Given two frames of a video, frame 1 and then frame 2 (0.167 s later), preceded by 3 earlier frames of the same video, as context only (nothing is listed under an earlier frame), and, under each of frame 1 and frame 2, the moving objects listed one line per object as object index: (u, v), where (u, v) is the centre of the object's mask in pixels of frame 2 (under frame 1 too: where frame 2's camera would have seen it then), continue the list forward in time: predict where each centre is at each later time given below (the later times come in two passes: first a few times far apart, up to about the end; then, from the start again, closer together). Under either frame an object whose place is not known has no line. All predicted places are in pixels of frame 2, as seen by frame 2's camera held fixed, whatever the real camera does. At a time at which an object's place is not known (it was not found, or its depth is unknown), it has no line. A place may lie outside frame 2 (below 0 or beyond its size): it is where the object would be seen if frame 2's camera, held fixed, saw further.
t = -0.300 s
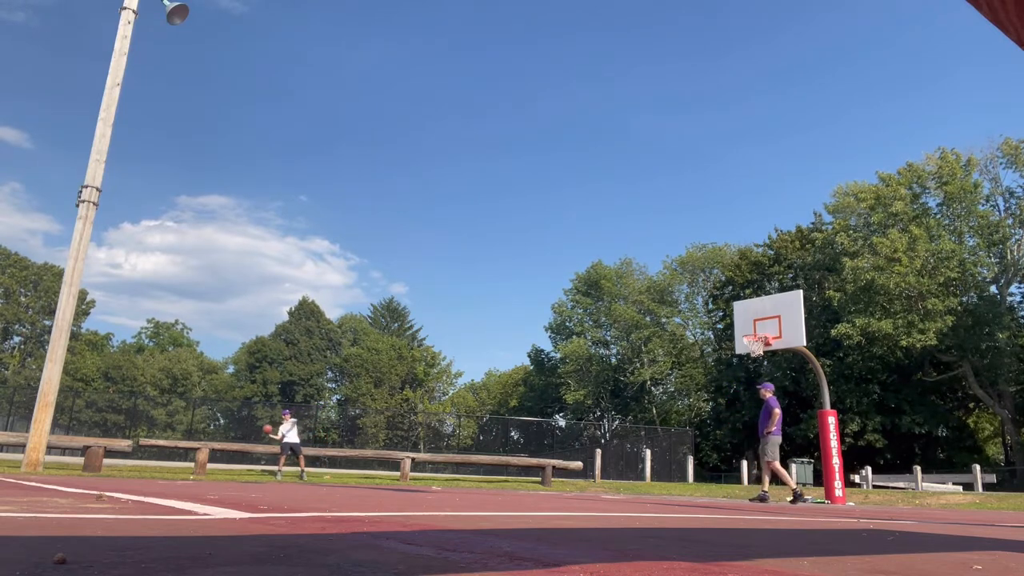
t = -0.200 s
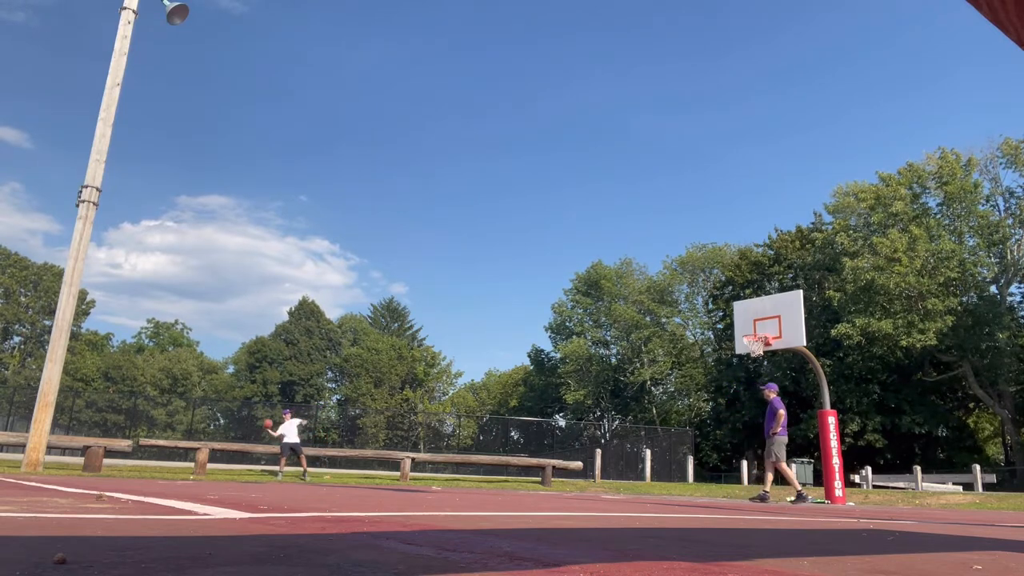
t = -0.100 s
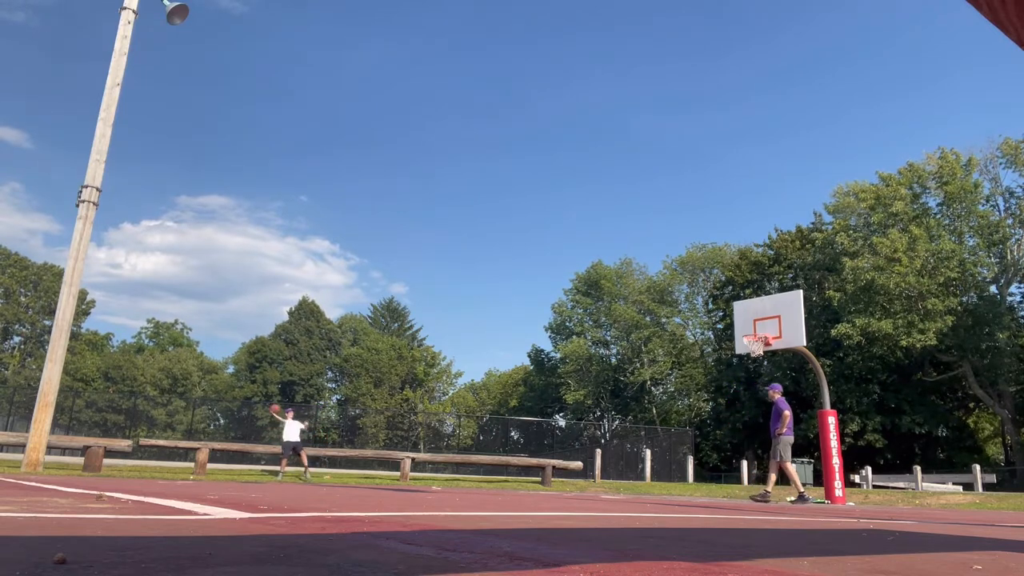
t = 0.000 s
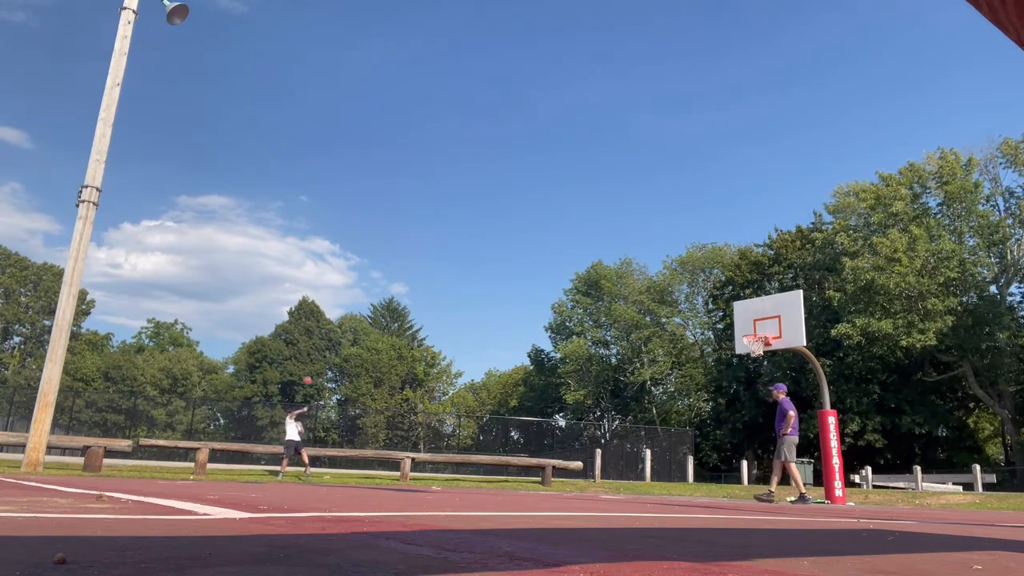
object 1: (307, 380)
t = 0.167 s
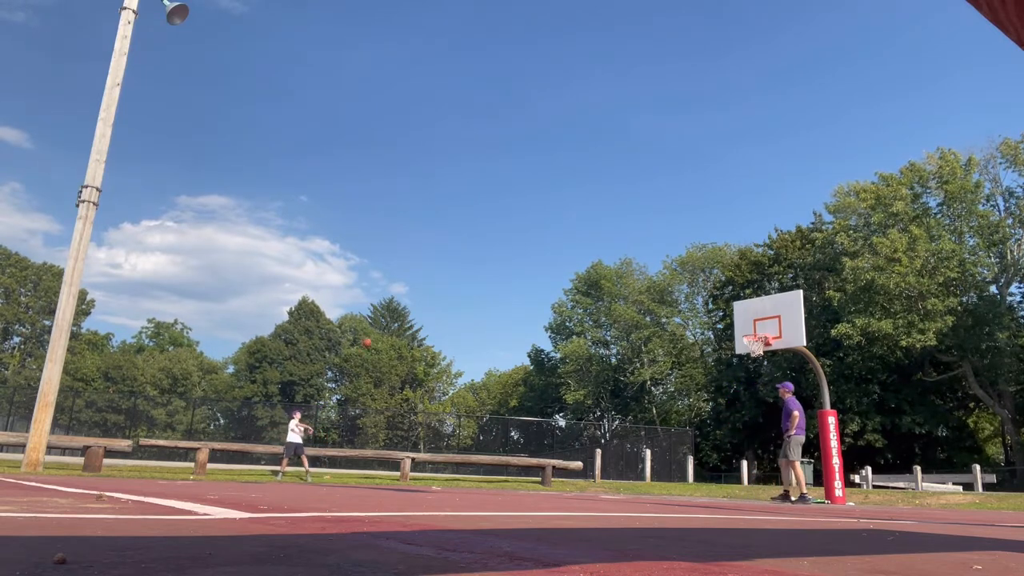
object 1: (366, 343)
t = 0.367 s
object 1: (437, 311)
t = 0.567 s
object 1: (505, 295)
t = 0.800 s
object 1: (585, 296)
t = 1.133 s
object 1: (702, 338)
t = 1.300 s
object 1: (764, 378)
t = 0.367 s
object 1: (437, 311)
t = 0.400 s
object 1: (448, 307)
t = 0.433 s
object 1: (460, 304)
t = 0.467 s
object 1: (471, 301)
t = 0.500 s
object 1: (483, 299)
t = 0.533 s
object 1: (494, 296)
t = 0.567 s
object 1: (505, 295)
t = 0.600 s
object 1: (516, 294)
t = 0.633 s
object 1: (528, 293)
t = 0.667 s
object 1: (539, 293)
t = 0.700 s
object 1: (551, 293)
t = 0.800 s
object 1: (585, 296)
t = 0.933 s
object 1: (632, 307)
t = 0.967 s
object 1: (643, 311)
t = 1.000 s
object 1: (654, 315)
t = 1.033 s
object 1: (666, 320)
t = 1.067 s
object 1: (679, 326)
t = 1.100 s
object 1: (690, 332)
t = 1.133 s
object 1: (702, 338)
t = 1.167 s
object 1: (715, 345)
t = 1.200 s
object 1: (727, 353)
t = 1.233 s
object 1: (739, 360)
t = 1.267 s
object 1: (751, 369)
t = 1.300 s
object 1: (764, 378)
